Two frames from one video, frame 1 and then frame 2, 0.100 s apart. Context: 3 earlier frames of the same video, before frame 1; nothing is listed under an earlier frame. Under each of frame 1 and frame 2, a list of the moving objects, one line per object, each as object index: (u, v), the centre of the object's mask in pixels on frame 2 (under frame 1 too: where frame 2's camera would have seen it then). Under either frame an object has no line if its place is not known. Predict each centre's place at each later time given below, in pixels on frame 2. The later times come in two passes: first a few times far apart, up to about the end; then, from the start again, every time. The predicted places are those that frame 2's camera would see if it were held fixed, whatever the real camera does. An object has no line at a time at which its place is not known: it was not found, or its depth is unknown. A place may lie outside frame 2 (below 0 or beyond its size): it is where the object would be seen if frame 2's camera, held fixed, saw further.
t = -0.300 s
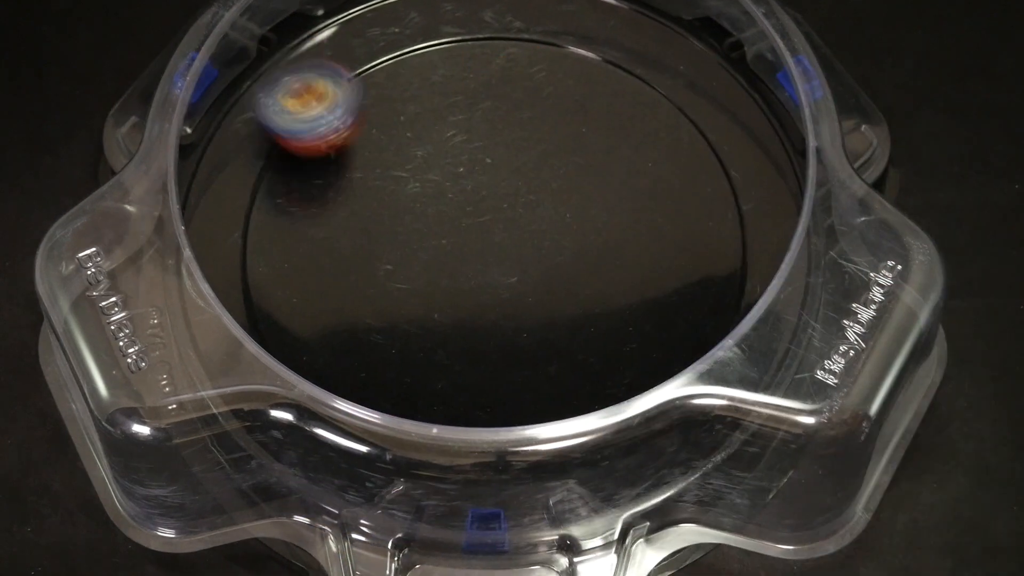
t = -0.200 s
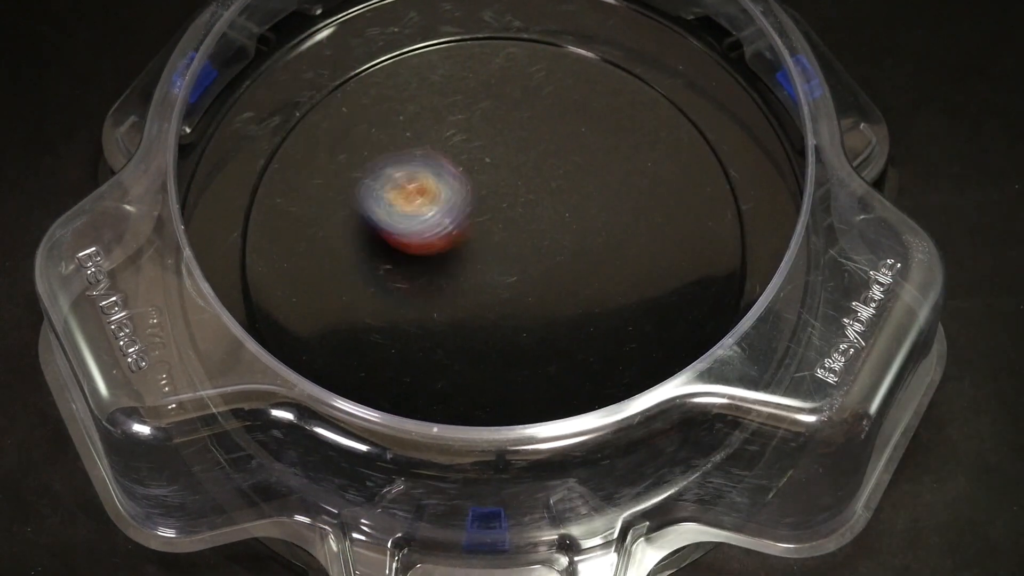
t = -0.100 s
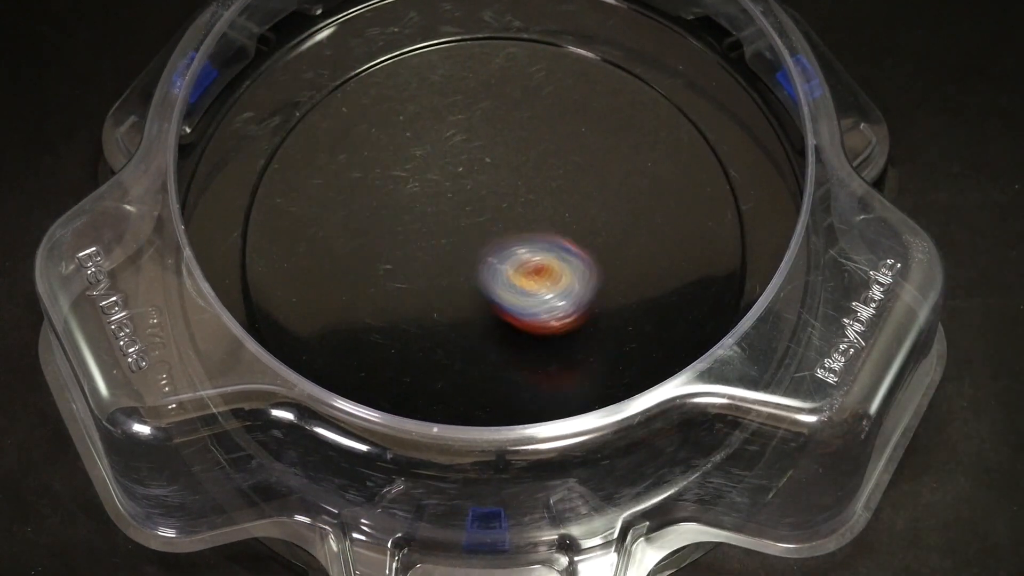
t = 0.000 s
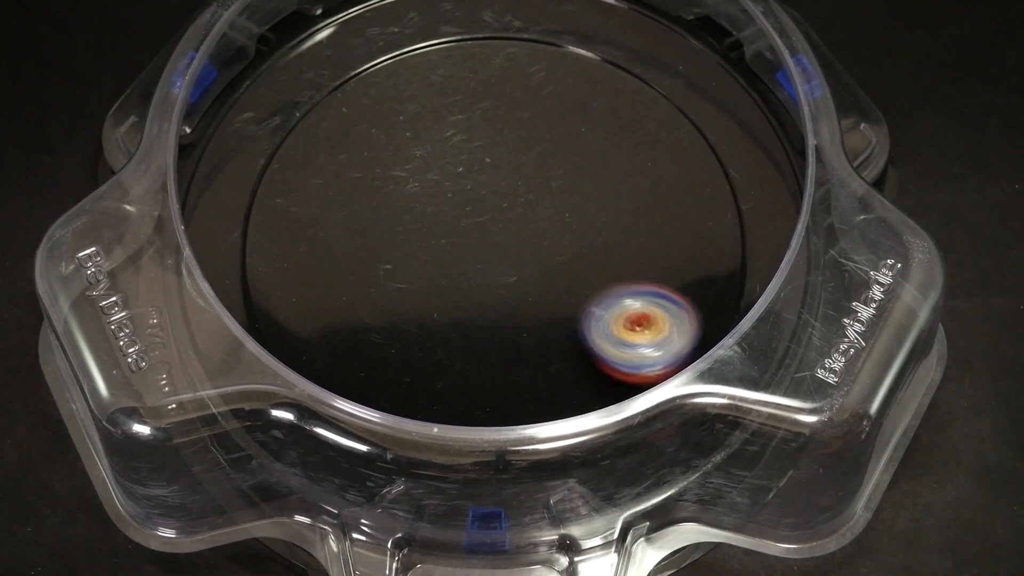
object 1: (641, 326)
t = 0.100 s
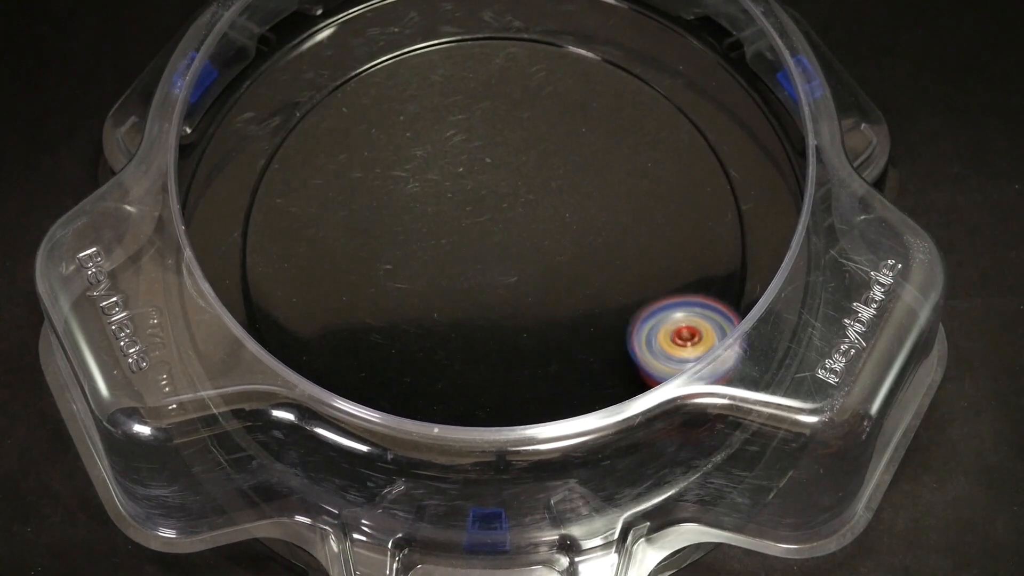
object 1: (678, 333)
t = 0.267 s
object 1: (599, 278)
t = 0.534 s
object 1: (354, 145)
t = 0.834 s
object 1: (317, 165)
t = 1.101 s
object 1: (526, 268)
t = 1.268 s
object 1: (649, 277)
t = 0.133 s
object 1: (677, 329)
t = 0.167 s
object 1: (669, 323)
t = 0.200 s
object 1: (652, 311)
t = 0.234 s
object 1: (627, 296)
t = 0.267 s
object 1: (599, 278)
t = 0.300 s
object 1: (567, 260)
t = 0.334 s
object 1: (533, 241)
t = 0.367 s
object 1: (500, 223)
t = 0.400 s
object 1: (466, 204)
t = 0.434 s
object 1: (435, 186)
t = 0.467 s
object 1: (404, 170)
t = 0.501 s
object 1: (377, 156)
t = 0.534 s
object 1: (354, 145)
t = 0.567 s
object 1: (336, 137)
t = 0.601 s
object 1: (320, 132)
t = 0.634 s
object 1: (309, 128)
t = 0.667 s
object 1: (300, 130)
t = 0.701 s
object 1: (295, 133)
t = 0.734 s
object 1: (295, 138)
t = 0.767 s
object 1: (298, 145)
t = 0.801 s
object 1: (306, 154)
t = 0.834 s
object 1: (317, 165)
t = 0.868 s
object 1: (333, 177)
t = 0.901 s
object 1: (352, 192)
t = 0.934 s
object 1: (375, 206)
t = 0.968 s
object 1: (402, 220)
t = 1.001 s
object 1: (431, 235)
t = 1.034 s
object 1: (463, 248)
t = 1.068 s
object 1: (495, 260)
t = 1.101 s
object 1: (526, 268)
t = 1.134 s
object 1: (557, 275)
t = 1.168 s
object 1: (586, 279)
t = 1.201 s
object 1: (611, 280)
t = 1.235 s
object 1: (632, 279)
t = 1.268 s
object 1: (649, 277)
